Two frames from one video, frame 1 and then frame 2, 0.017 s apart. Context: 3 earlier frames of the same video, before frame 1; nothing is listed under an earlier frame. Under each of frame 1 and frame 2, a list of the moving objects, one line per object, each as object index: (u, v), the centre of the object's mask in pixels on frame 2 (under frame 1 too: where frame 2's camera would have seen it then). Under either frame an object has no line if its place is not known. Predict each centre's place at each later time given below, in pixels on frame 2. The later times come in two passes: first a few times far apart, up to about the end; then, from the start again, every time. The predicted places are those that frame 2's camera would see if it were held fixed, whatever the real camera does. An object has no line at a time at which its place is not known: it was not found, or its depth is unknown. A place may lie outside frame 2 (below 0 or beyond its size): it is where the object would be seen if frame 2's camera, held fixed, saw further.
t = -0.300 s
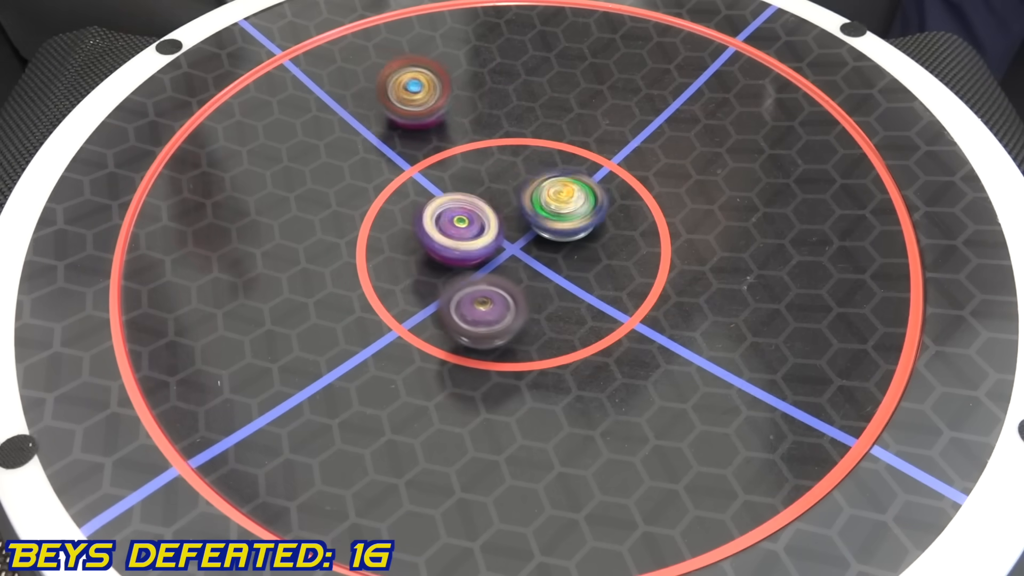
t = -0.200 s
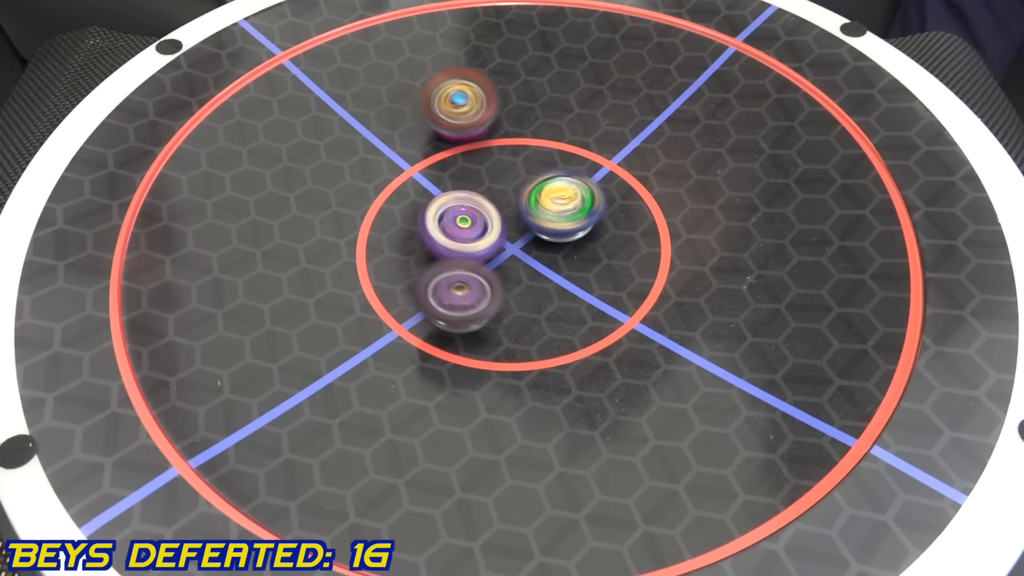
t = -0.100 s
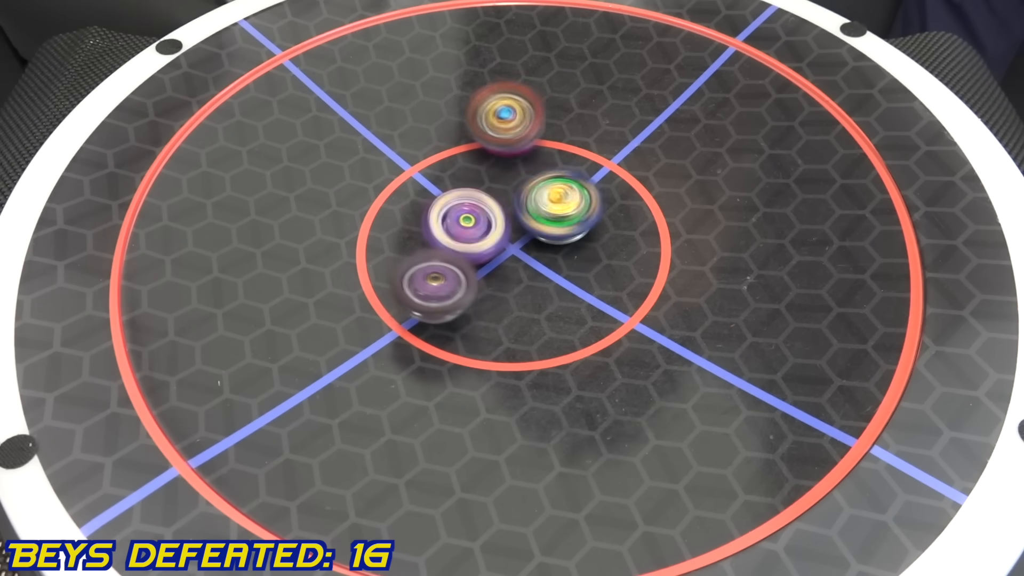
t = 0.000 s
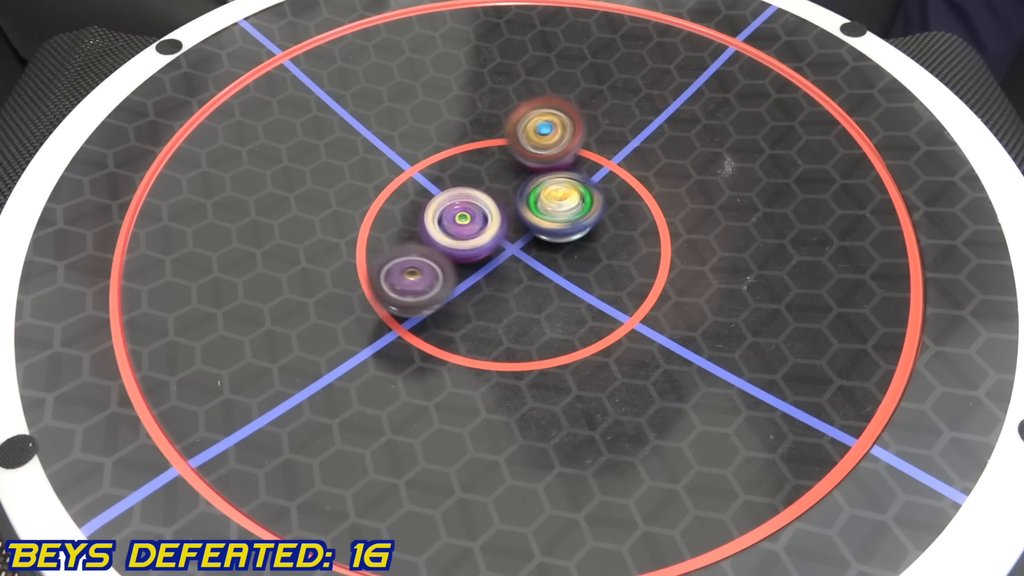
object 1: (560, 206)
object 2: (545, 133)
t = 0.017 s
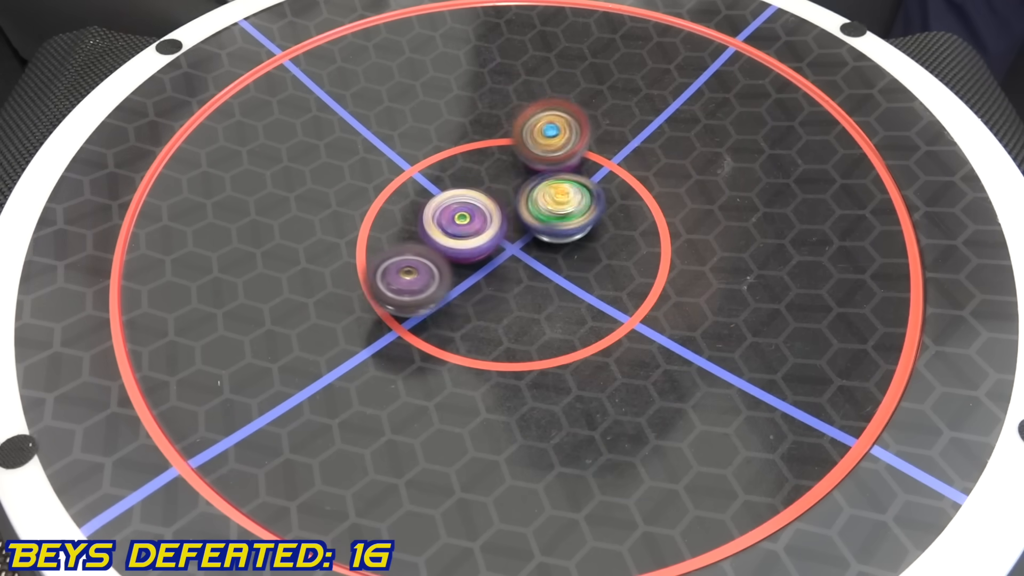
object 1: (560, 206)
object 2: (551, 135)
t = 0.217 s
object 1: (562, 213)
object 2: (598, 141)
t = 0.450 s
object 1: (573, 216)
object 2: (630, 157)
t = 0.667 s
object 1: (567, 217)
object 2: (641, 165)
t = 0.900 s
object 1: (583, 222)
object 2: (650, 169)
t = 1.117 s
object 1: (576, 222)
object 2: (646, 175)
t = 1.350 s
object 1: (540, 223)
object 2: (642, 175)
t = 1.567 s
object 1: (540, 222)
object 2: (610, 178)
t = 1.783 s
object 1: (537, 224)
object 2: (612, 170)
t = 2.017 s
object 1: (522, 229)
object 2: (608, 155)
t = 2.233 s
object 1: (544, 227)
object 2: (623, 138)
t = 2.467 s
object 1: (549, 220)
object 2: (632, 133)
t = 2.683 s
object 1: (542, 210)
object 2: (634, 136)
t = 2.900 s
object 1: (532, 202)
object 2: (660, 217)
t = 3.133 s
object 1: (544, 181)
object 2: (648, 319)
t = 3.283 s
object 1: (564, 170)
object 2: (604, 373)
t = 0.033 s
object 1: (559, 208)
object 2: (557, 134)
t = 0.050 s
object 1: (560, 210)
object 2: (562, 134)
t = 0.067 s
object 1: (560, 210)
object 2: (567, 135)
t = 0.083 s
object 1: (560, 211)
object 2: (570, 136)
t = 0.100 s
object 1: (560, 211)
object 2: (574, 136)
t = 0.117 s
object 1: (558, 212)
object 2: (578, 136)
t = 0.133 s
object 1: (558, 213)
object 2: (581, 137)
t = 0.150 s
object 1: (560, 213)
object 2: (584, 138)
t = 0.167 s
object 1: (561, 213)
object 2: (588, 139)
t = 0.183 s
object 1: (561, 213)
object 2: (591, 140)
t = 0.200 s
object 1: (561, 213)
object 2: (595, 140)
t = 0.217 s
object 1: (562, 213)
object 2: (598, 141)
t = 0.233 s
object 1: (563, 214)
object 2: (600, 142)
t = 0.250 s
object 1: (563, 214)
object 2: (603, 143)
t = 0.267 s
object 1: (563, 214)
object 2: (606, 144)
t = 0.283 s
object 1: (563, 214)
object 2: (609, 145)
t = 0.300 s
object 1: (565, 215)
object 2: (611, 147)
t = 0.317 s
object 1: (567, 214)
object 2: (614, 148)
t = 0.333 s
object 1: (567, 215)
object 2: (616, 149)
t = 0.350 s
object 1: (568, 215)
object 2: (618, 150)
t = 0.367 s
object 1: (569, 215)
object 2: (620, 150)
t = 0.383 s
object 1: (570, 215)
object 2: (622, 151)
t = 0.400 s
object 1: (572, 216)
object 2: (624, 153)
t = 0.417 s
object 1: (571, 216)
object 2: (627, 154)
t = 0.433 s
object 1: (572, 215)
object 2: (629, 155)
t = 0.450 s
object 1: (573, 216)
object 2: (630, 157)
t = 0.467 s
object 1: (573, 216)
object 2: (632, 158)
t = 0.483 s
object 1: (574, 216)
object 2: (634, 159)
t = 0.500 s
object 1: (574, 216)
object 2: (635, 160)
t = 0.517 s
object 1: (574, 216)
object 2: (636, 161)
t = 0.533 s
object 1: (574, 215)
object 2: (637, 162)
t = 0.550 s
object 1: (574, 215)
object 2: (637, 162)
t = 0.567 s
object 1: (574, 215)
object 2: (637, 163)
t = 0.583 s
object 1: (573, 216)
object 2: (638, 163)
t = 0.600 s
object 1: (572, 217)
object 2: (640, 164)
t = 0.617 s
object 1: (571, 217)
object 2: (641, 164)
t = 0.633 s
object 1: (569, 216)
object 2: (641, 164)
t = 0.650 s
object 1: (568, 217)
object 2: (641, 165)
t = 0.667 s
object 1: (567, 217)
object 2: (641, 165)
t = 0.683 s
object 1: (570, 217)
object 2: (641, 166)
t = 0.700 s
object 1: (573, 217)
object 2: (640, 166)
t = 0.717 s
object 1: (572, 218)
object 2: (640, 166)
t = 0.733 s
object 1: (569, 219)
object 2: (645, 164)
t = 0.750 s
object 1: (568, 221)
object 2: (648, 164)
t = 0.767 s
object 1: (565, 223)
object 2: (651, 163)
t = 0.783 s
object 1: (567, 222)
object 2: (653, 163)
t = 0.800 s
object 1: (571, 222)
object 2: (654, 163)
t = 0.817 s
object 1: (575, 223)
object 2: (654, 164)
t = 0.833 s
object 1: (577, 222)
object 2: (654, 165)
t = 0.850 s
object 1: (579, 222)
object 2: (653, 166)
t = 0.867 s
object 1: (580, 223)
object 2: (652, 167)
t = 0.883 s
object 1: (581, 223)
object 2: (652, 168)
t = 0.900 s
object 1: (583, 222)
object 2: (650, 169)
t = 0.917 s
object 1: (585, 223)
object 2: (650, 170)
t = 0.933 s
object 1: (584, 222)
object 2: (649, 171)
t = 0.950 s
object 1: (582, 223)
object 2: (650, 170)
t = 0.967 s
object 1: (582, 224)
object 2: (653, 171)
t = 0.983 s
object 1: (580, 224)
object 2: (654, 171)
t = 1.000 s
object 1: (579, 224)
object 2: (654, 171)
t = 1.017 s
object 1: (579, 224)
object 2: (654, 172)
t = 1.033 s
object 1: (579, 224)
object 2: (654, 172)
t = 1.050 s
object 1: (578, 223)
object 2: (653, 173)
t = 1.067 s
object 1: (577, 223)
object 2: (651, 174)
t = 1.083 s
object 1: (577, 223)
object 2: (650, 174)
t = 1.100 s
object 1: (576, 223)
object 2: (648, 175)
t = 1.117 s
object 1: (576, 222)
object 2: (646, 175)
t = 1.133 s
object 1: (575, 223)
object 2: (645, 176)
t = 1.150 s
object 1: (572, 223)
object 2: (644, 176)
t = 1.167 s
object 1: (569, 223)
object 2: (646, 175)
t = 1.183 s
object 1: (565, 224)
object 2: (648, 175)
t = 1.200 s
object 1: (559, 224)
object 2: (650, 174)
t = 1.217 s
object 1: (555, 224)
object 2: (650, 174)
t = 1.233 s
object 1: (552, 223)
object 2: (650, 174)
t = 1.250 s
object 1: (550, 223)
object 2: (650, 174)
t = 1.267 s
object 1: (549, 223)
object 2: (650, 174)
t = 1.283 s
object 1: (547, 222)
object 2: (648, 175)
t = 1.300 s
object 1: (546, 223)
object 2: (647, 175)
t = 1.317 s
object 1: (544, 223)
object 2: (646, 175)
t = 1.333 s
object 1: (542, 223)
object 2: (644, 175)
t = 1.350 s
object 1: (540, 223)
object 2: (642, 175)
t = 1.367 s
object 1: (540, 223)
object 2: (640, 176)
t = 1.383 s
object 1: (538, 223)
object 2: (638, 176)
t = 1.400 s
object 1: (536, 223)
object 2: (636, 176)
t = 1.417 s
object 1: (538, 223)
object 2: (633, 176)
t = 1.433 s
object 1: (540, 222)
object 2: (630, 177)
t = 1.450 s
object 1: (540, 223)
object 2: (628, 177)
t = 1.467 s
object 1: (542, 223)
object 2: (626, 177)
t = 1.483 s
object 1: (541, 223)
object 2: (623, 177)
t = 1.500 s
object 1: (540, 223)
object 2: (620, 178)
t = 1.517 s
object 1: (541, 223)
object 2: (618, 178)
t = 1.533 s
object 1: (542, 223)
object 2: (615, 178)
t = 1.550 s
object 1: (541, 223)
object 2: (612, 178)
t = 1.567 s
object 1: (540, 222)
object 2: (610, 178)
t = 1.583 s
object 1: (537, 223)
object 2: (611, 176)
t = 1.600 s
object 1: (533, 224)
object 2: (614, 174)
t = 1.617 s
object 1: (530, 225)
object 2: (616, 173)
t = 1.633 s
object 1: (528, 225)
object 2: (618, 172)
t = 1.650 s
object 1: (531, 225)
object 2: (619, 172)
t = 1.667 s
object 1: (532, 225)
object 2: (618, 171)
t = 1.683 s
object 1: (535, 225)
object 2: (619, 171)
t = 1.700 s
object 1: (536, 225)
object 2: (618, 171)
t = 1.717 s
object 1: (535, 225)
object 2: (617, 171)
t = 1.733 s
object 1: (536, 226)
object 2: (616, 170)
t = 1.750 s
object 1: (536, 226)
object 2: (615, 170)
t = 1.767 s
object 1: (537, 225)
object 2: (614, 170)
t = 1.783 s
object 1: (537, 224)
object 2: (612, 170)
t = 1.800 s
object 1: (537, 225)
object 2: (611, 170)
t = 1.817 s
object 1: (537, 225)
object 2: (609, 170)
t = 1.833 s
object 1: (539, 225)
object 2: (608, 170)
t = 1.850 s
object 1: (539, 225)
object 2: (606, 170)
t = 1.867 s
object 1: (538, 223)
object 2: (605, 170)
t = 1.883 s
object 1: (538, 224)
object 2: (603, 170)
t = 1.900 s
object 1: (538, 224)
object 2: (601, 170)
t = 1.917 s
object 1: (538, 223)
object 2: (600, 170)
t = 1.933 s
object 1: (539, 223)
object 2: (598, 169)
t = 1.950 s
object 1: (538, 223)
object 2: (596, 169)
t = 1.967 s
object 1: (537, 223)
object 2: (595, 168)
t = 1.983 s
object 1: (533, 225)
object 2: (600, 164)
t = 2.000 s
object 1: (527, 227)
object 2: (604, 159)
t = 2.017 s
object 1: (522, 229)
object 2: (608, 155)
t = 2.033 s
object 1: (518, 230)
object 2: (611, 152)
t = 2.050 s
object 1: (515, 231)
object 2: (614, 150)
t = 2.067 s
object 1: (519, 230)
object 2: (616, 147)
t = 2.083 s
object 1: (525, 230)
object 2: (617, 146)
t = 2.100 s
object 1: (530, 229)
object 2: (618, 144)
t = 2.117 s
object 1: (534, 228)
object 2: (618, 143)
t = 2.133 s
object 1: (538, 229)
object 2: (619, 143)
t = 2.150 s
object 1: (539, 228)
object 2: (619, 142)
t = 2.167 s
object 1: (540, 228)
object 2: (620, 141)
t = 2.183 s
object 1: (541, 228)
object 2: (621, 140)
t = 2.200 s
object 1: (542, 228)
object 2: (621, 139)
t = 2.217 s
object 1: (543, 228)
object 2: (622, 138)
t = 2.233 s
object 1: (544, 227)
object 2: (623, 138)
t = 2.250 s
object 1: (545, 227)
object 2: (623, 137)
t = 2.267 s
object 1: (545, 227)
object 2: (624, 137)
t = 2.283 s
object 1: (547, 226)
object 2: (625, 136)
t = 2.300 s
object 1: (547, 226)
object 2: (625, 135)
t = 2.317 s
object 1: (547, 225)
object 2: (626, 135)
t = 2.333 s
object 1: (548, 225)
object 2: (627, 134)
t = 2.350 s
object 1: (548, 224)
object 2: (627, 134)
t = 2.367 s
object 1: (549, 223)
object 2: (628, 134)
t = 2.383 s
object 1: (549, 223)
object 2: (629, 133)
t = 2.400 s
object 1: (550, 222)
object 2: (629, 133)
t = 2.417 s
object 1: (549, 222)
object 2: (630, 133)
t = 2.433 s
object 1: (548, 220)
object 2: (631, 133)
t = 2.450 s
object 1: (549, 221)
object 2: (631, 133)
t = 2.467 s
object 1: (549, 220)
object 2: (632, 133)
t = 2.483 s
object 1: (550, 219)
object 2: (632, 133)
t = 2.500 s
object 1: (549, 219)
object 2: (633, 133)
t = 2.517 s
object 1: (548, 217)
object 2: (633, 133)
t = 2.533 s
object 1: (548, 217)
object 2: (634, 133)
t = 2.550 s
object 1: (547, 216)
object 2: (634, 133)
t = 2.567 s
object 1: (548, 215)
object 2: (634, 133)
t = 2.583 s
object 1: (547, 214)
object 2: (635, 134)
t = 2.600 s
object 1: (546, 213)
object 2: (635, 134)
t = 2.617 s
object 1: (545, 213)
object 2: (635, 135)
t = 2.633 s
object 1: (544, 212)
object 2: (635, 135)
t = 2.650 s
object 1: (544, 212)
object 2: (635, 135)
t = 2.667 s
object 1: (542, 211)
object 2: (634, 136)
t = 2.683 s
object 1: (542, 210)
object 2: (634, 136)
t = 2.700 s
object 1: (540, 210)
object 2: (634, 137)
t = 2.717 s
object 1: (539, 210)
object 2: (633, 137)
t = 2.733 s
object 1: (538, 210)
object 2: (633, 138)
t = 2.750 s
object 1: (537, 209)
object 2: (632, 138)
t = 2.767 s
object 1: (536, 208)
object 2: (631, 139)
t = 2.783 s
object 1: (534, 208)
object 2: (630, 139)
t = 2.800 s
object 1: (533, 208)
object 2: (631, 144)
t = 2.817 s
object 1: (532, 208)
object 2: (637, 156)
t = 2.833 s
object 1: (531, 207)
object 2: (644, 170)
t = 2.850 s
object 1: (532, 207)
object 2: (649, 181)
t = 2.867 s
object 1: (531, 205)
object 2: (653, 194)
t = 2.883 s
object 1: (533, 204)
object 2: (657, 206)
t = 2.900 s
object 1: (532, 202)
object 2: (660, 217)
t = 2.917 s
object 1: (533, 202)
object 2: (663, 227)
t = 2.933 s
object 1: (532, 201)
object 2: (665, 237)
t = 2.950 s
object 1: (531, 200)
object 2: (665, 246)
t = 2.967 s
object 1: (529, 200)
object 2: (665, 253)
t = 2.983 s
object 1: (528, 199)
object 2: (664, 260)
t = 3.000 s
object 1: (527, 199)
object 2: (664, 266)
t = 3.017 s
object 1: (528, 198)
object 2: (663, 273)
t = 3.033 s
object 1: (528, 197)
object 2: (662, 280)
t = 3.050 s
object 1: (529, 194)
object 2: (661, 286)
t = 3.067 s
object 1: (532, 191)
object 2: (659, 292)
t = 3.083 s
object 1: (536, 188)
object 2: (657, 299)
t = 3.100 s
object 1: (540, 185)
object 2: (654, 306)
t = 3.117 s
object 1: (543, 183)
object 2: (651, 313)
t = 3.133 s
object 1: (544, 181)
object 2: (648, 319)
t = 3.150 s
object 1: (547, 179)
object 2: (644, 325)
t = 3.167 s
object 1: (550, 177)
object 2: (640, 332)
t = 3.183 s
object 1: (554, 176)
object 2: (636, 339)
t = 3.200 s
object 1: (555, 175)
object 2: (631, 345)
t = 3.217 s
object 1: (558, 173)
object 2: (626, 351)
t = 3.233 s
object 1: (560, 172)
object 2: (621, 357)
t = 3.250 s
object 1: (562, 171)
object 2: (616, 362)
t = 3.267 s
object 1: (562, 171)
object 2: (610, 368)
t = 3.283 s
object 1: (564, 170)
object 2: (604, 373)
